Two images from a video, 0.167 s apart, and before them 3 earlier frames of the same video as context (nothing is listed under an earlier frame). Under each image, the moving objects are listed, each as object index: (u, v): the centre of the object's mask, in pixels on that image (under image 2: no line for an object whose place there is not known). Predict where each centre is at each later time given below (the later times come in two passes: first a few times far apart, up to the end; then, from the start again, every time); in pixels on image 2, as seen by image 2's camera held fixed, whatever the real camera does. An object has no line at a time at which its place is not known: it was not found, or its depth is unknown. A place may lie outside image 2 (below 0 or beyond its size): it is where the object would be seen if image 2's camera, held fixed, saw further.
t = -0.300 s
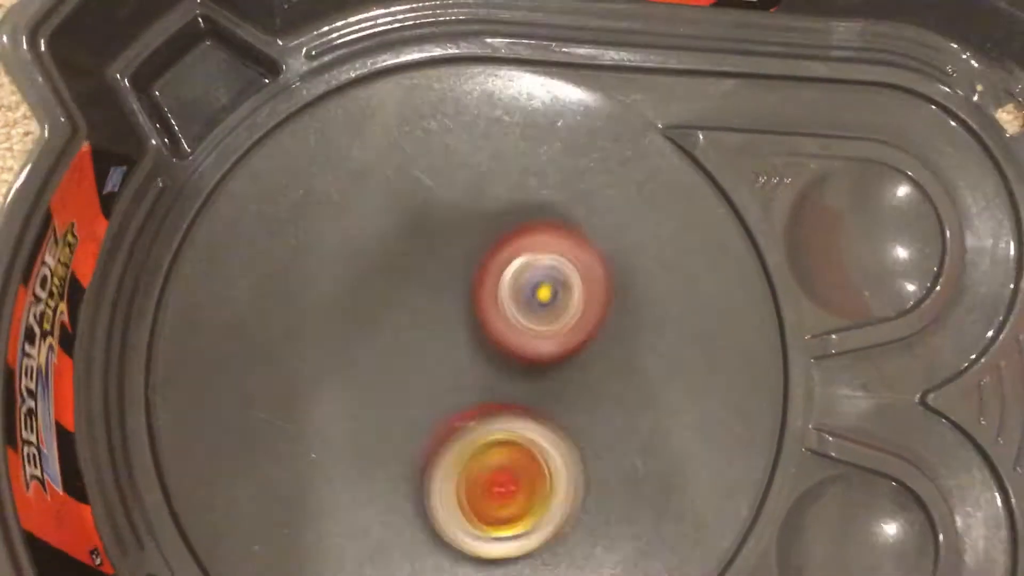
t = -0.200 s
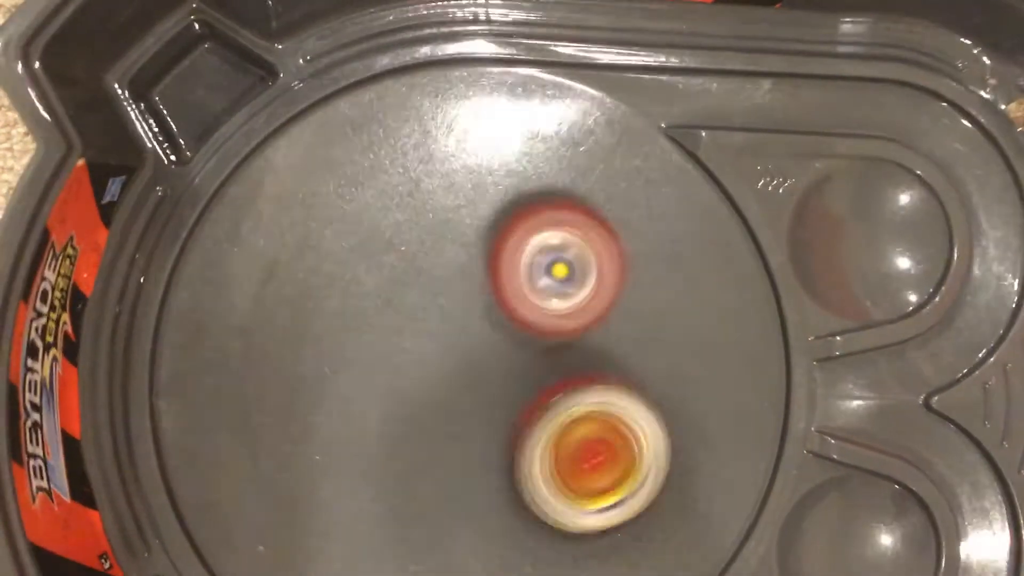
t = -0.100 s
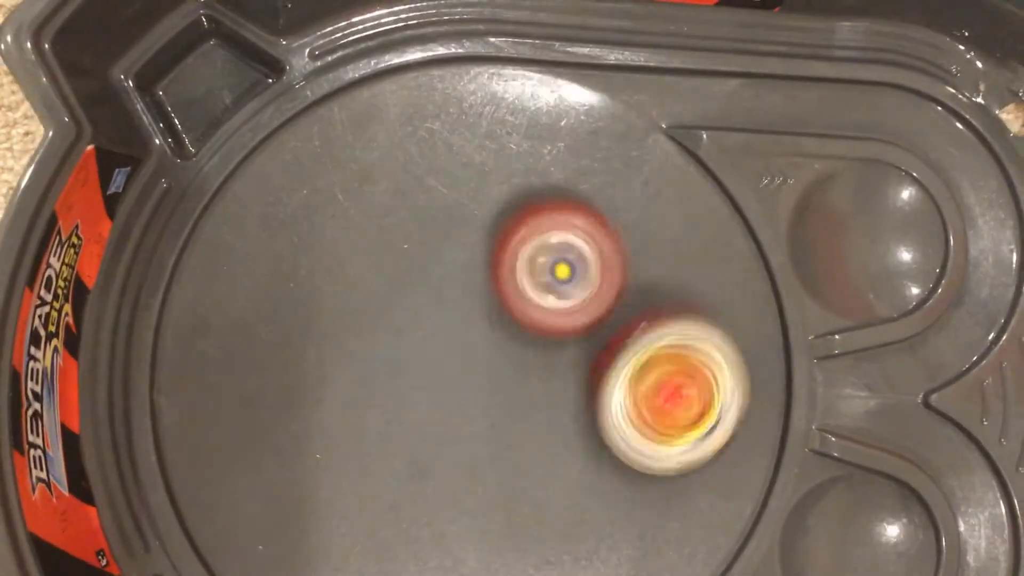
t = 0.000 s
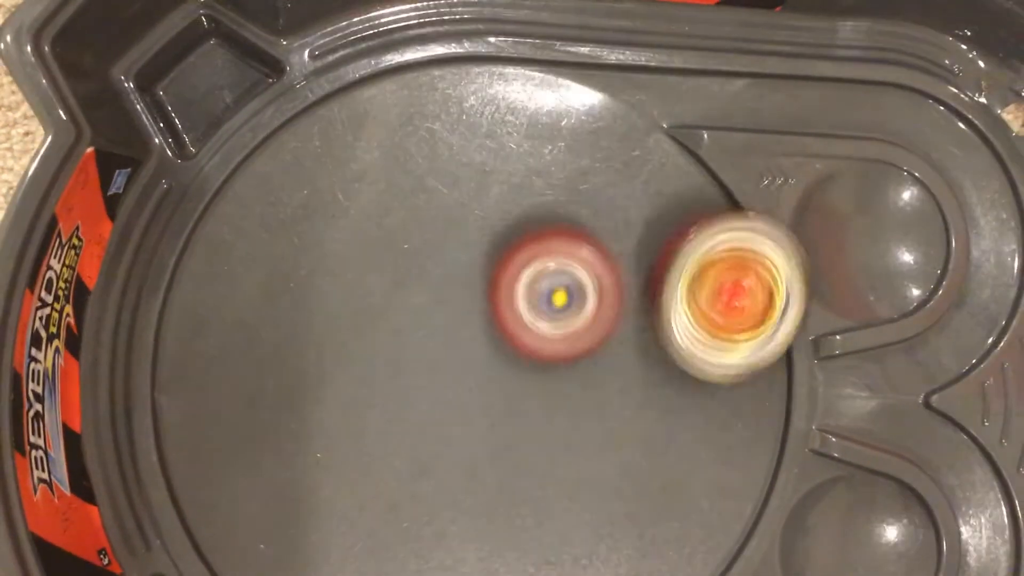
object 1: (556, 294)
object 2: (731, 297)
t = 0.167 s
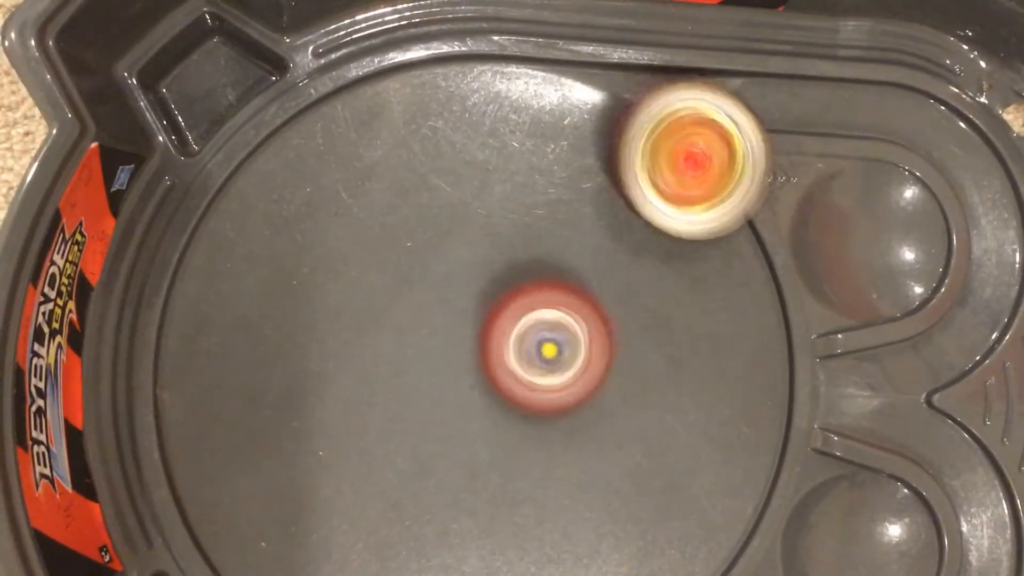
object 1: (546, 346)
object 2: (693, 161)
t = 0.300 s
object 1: (577, 347)
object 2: (638, 104)
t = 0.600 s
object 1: (659, 340)
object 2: (517, 205)
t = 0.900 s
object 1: (691, 359)
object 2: (543, 322)
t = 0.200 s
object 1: (548, 349)
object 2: (677, 143)
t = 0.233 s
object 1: (553, 350)
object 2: (662, 127)
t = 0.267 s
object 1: (563, 350)
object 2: (650, 115)
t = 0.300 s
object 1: (577, 347)
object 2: (638, 104)
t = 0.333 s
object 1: (593, 342)
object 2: (627, 99)
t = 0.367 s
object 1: (608, 332)
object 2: (615, 101)
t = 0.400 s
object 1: (621, 320)
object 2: (598, 110)
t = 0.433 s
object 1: (628, 310)
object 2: (579, 127)
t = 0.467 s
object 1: (632, 301)
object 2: (563, 147)
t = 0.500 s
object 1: (634, 295)
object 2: (553, 171)
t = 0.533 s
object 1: (642, 304)
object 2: (542, 180)
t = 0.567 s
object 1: (652, 323)
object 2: (528, 191)
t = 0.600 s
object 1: (659, 340)
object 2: (517, 205)
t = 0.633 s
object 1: (662, 354)
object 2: (512, 223)
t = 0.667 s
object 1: (661, 362)
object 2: (511, 243)
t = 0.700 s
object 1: (660, 364)
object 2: (514, 262)
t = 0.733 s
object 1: (659, 364)
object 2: (518, 280)
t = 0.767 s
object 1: (658, 358)
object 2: (528, 299)
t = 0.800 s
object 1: (668, 358)
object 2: (528, 307)
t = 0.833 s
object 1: (680, 359)
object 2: (530, 312)
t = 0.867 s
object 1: (687, 360)
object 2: (535, 318)
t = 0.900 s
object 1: (691, 359)
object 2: (543, 322)
